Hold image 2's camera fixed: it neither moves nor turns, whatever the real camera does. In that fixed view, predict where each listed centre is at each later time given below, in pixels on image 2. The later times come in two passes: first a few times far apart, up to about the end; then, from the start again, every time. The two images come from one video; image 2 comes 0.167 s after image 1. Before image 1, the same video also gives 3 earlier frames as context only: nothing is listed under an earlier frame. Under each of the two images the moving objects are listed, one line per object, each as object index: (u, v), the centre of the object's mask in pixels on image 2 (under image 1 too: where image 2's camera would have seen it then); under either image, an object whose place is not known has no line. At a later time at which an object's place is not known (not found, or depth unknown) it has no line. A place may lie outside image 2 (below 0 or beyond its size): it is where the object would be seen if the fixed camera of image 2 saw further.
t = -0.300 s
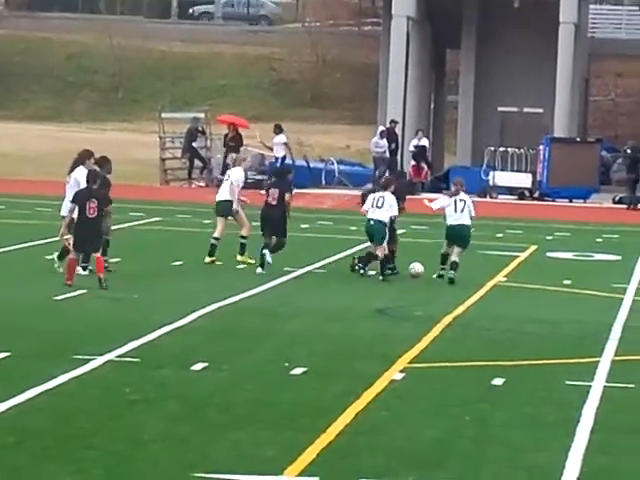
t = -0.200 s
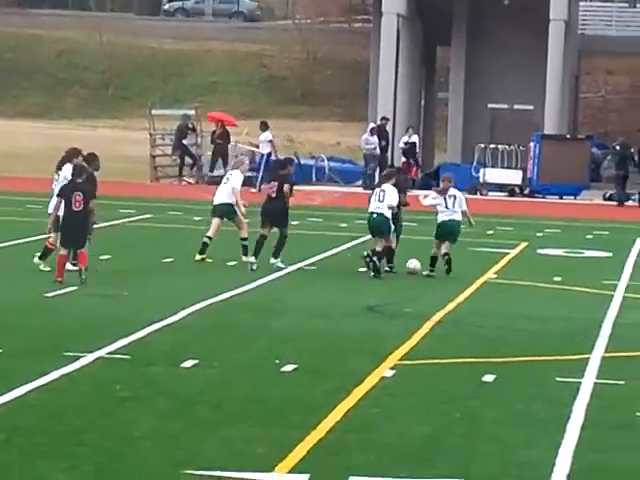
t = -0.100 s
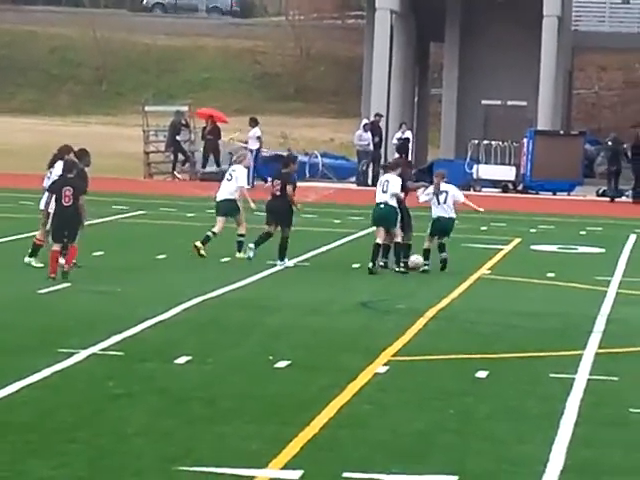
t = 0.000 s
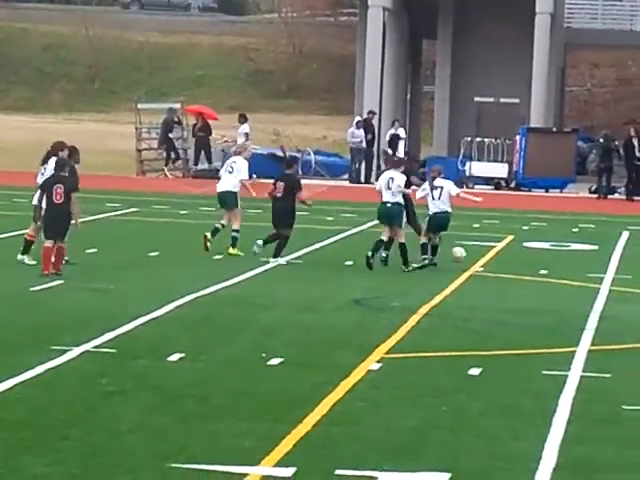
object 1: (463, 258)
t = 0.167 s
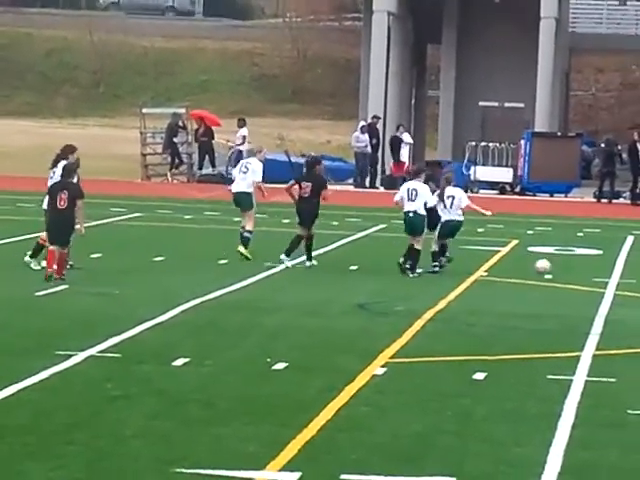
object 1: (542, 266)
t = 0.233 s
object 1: (572, 269)
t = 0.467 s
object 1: (660, 273)
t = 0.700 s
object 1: (731, 276)
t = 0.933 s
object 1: (788, 279)
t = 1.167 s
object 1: (840, 281)
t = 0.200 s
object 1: (558, 270)
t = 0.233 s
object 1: (572, 269)
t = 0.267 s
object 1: (584, 267)
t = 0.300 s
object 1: (598, 267)
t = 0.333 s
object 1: (610, 267)
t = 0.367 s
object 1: (624, 267)
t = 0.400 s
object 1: (637, 269)
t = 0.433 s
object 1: (649, 272)
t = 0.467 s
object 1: (660, 273)
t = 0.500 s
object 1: (668, 271)
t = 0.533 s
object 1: (676, 270)
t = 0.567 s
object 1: (685, 270)
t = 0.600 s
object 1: (695, 270)
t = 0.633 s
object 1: (707, 272)
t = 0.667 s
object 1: (721, 274)
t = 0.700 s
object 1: (731, 276)
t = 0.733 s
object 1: (739, 277)
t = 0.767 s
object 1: (748, 275)
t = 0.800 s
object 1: (756, 276)
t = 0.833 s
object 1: (765, 276)
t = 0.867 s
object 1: (773, 278)
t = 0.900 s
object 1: (780, 279)
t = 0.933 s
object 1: (788, 279)
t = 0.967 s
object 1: (796, 279)
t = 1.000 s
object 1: (803, 280)
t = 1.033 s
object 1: (811, 280)
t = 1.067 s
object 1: (818, 280)
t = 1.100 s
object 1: (825, 281)
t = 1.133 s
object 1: (833, 281)
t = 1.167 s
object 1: (840, 281)
